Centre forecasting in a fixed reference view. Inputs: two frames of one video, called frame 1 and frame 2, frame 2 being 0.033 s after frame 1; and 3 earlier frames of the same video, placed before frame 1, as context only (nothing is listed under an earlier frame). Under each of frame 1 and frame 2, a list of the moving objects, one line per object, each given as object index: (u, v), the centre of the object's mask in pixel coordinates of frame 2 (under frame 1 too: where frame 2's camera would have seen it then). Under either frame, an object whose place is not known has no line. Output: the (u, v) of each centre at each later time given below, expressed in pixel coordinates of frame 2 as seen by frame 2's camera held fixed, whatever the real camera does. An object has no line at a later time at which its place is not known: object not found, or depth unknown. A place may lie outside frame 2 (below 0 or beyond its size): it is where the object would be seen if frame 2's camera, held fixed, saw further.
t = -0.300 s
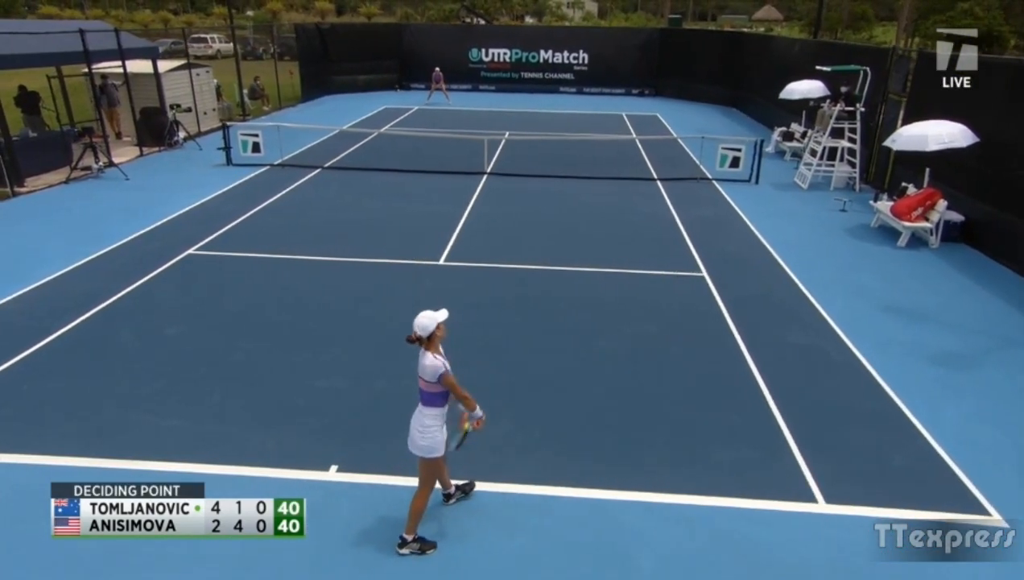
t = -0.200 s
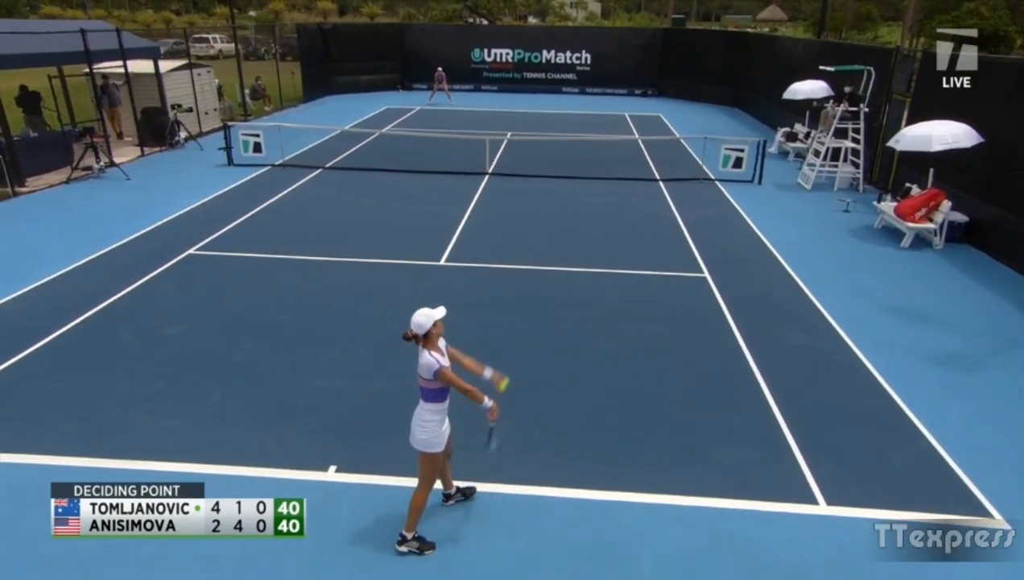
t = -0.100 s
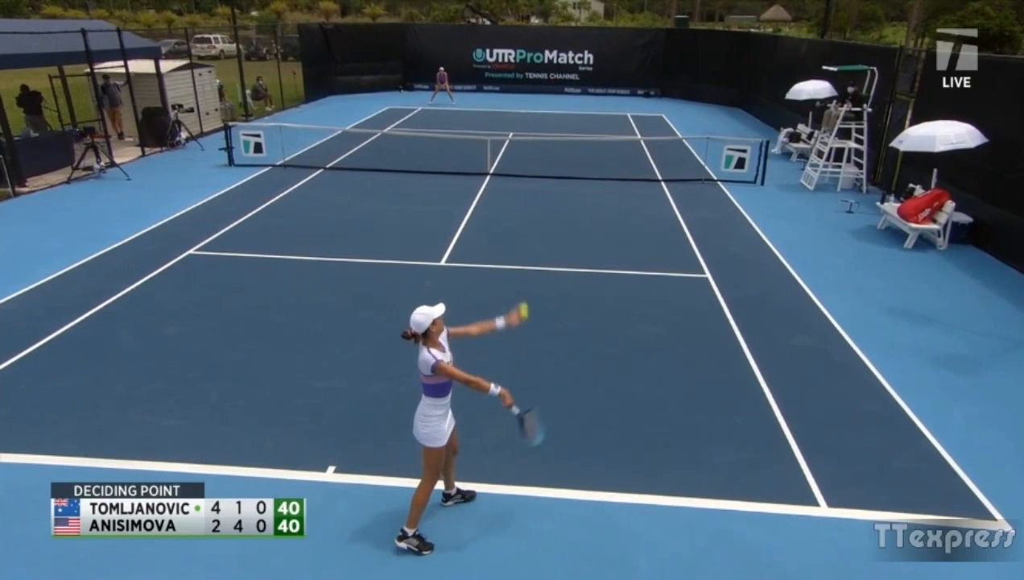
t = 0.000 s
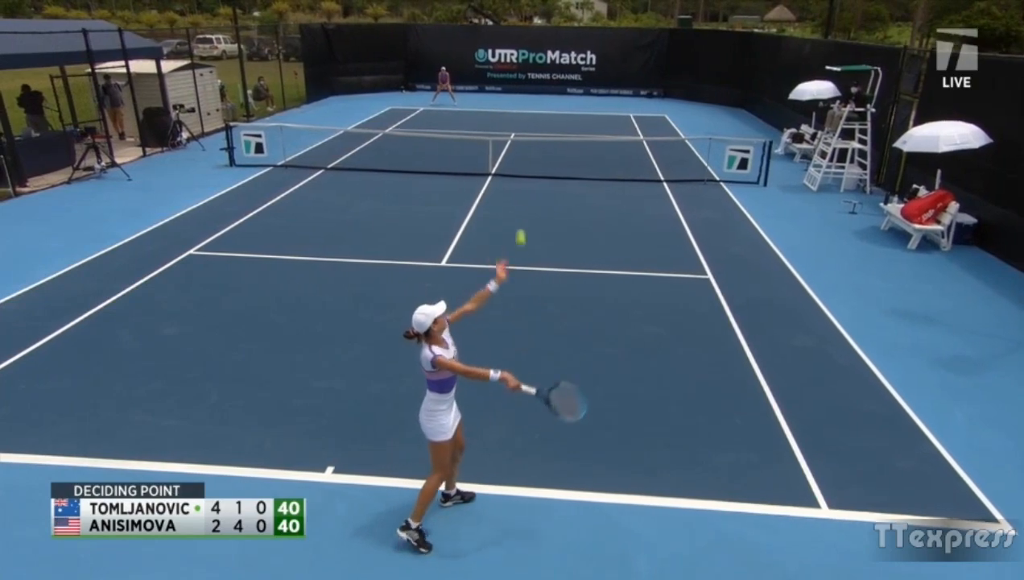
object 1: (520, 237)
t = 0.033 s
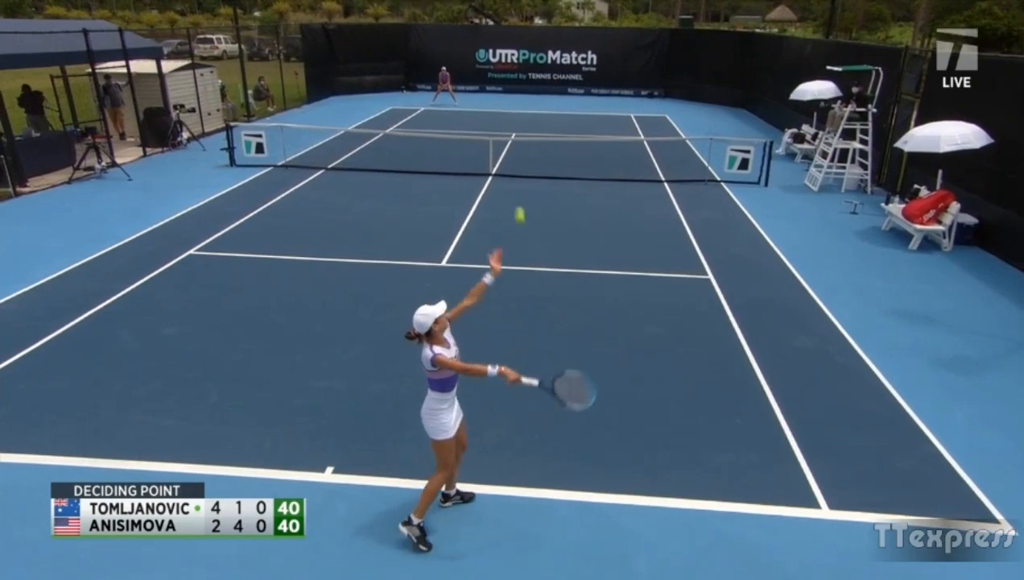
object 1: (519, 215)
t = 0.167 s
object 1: (510, 134)
